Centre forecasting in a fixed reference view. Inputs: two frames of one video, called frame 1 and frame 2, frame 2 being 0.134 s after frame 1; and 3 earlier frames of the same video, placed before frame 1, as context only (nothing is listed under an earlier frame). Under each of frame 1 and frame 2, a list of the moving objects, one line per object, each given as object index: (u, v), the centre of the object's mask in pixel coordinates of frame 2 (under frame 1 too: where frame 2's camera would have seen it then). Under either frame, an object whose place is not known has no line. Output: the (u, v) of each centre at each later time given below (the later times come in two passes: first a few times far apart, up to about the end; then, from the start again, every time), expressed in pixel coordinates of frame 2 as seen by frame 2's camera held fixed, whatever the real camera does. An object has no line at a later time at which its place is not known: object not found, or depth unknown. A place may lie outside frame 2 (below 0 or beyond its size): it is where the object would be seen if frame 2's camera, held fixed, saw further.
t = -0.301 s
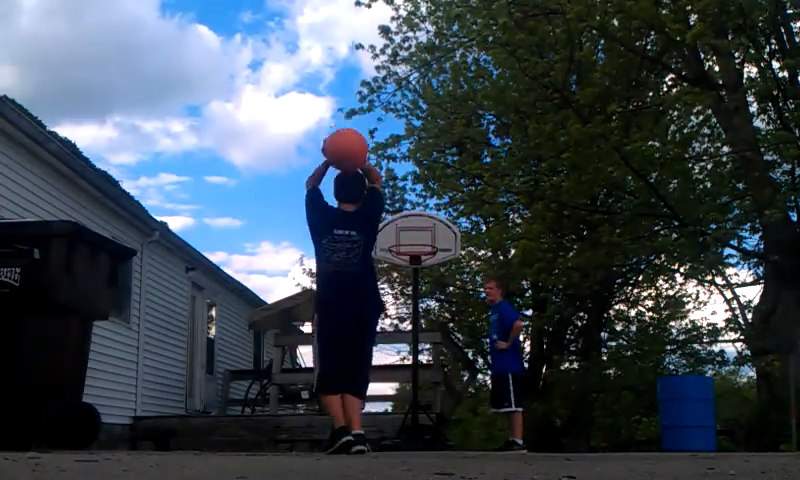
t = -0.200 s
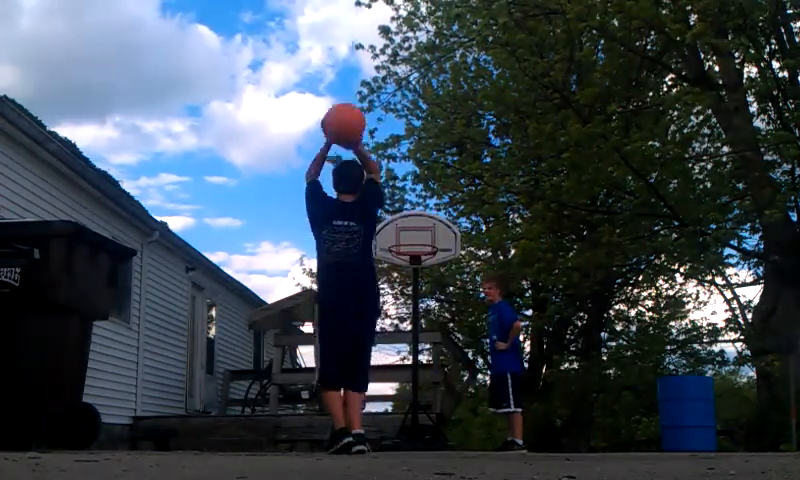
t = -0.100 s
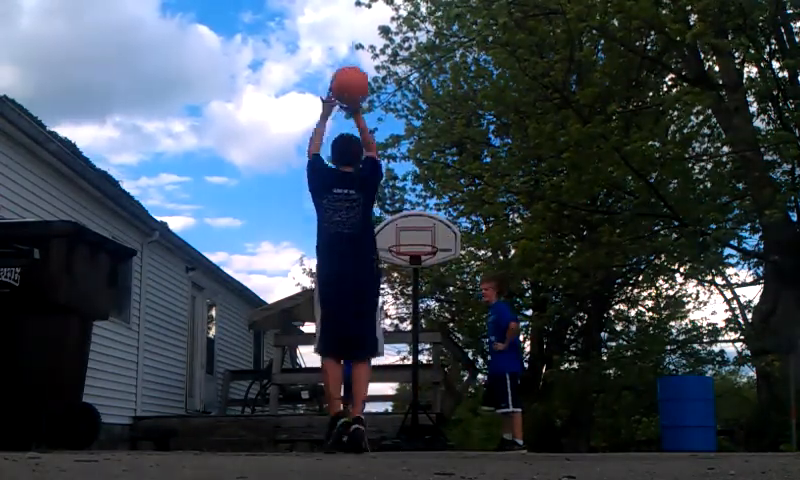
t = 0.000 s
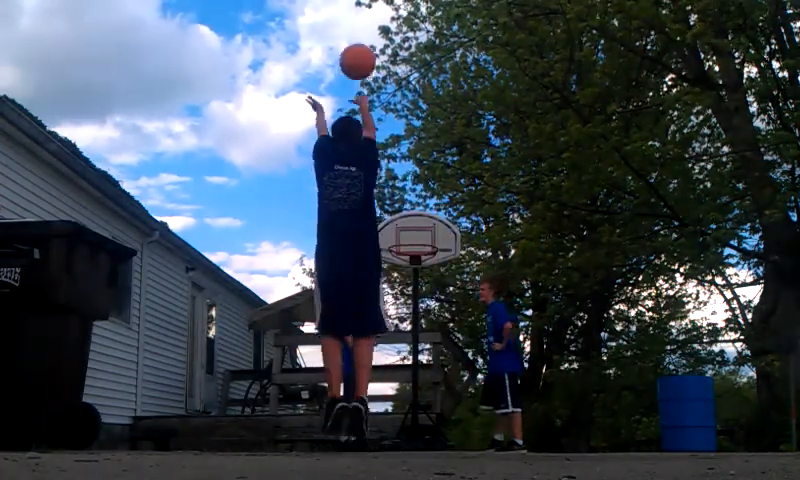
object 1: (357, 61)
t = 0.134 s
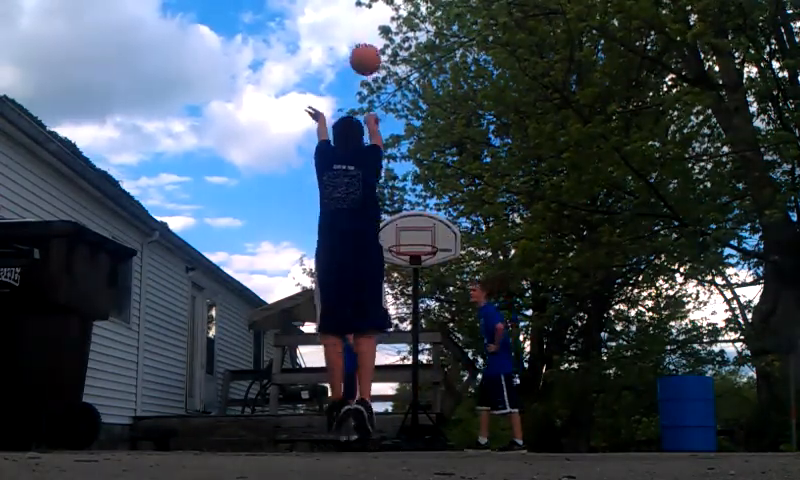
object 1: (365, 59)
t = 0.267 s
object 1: (371, 77)
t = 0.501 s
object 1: (379, 142)
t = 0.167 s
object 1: (367, 62)
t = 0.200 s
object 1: (368, 66)
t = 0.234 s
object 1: (370, 71)
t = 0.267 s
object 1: (371, 77)
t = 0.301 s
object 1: (372, 84)
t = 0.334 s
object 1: (372, 92)
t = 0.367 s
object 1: (374, 101)
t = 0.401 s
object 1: (377, 110)
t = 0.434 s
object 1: (378, 120)
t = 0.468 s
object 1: (379, 131)
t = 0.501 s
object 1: (379, 142)
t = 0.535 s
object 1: (380, 154)
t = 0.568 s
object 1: (382, 166)
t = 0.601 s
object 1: (382, 179)
